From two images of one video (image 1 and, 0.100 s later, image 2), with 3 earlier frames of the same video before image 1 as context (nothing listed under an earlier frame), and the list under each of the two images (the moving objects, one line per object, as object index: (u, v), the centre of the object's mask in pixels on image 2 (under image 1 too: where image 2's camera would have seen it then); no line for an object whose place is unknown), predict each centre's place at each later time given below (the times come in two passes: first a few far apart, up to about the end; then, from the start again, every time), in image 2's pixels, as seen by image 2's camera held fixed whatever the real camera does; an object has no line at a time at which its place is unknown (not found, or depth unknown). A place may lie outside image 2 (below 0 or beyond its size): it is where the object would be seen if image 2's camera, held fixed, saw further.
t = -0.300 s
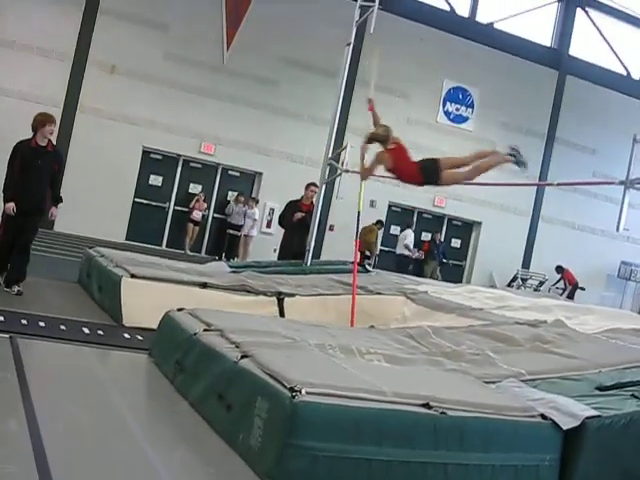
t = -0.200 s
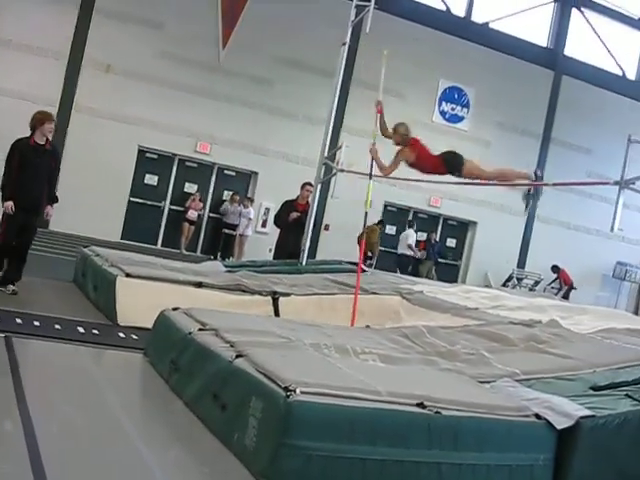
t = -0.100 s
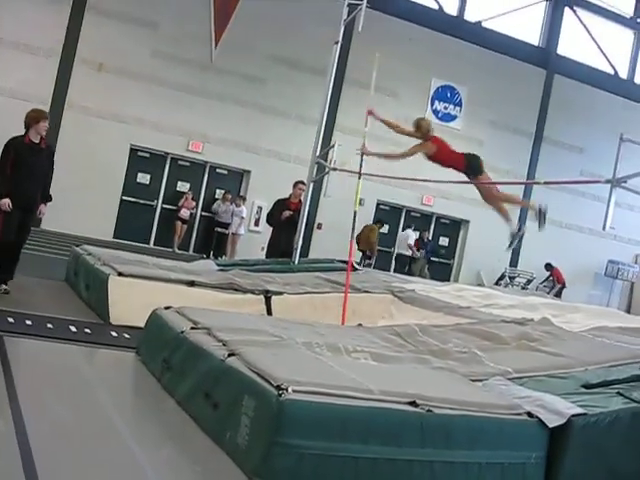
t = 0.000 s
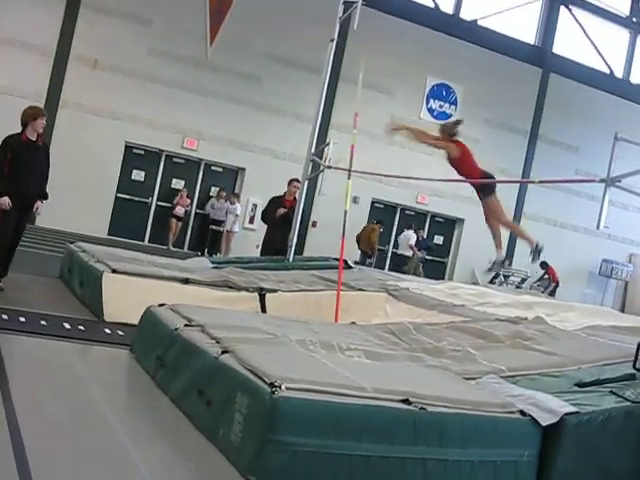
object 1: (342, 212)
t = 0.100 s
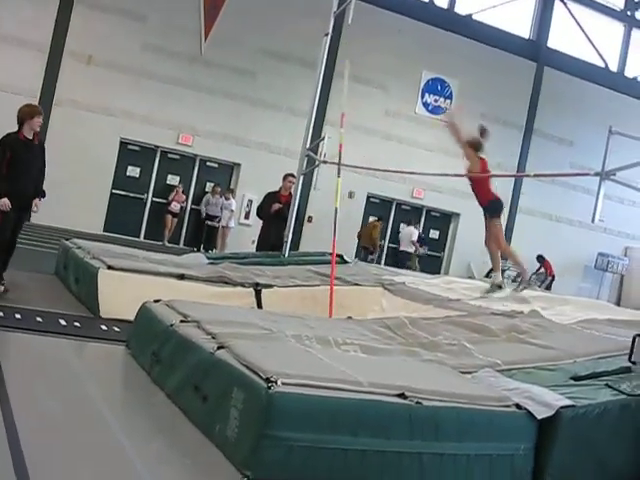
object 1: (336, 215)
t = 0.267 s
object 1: (325, 219)
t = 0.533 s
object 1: (305, 266)
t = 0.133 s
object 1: (335, 214)
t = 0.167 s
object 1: (332, 216)
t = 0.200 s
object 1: (329, 211)
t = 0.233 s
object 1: (327, 214)
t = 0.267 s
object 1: (325, 219)
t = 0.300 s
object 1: (323, 199)
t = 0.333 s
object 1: (320, 213)
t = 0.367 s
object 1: (318, 223)
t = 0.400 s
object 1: (315, 227)
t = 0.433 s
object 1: (311, 232)
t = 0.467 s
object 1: (309, 242)
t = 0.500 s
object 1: (307, 261)
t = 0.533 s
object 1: (305, 266)
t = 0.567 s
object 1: (305, 286)
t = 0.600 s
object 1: (302, 289)
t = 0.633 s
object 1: (296, 278)
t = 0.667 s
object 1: (292, 276)
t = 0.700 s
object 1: (292, 278)
